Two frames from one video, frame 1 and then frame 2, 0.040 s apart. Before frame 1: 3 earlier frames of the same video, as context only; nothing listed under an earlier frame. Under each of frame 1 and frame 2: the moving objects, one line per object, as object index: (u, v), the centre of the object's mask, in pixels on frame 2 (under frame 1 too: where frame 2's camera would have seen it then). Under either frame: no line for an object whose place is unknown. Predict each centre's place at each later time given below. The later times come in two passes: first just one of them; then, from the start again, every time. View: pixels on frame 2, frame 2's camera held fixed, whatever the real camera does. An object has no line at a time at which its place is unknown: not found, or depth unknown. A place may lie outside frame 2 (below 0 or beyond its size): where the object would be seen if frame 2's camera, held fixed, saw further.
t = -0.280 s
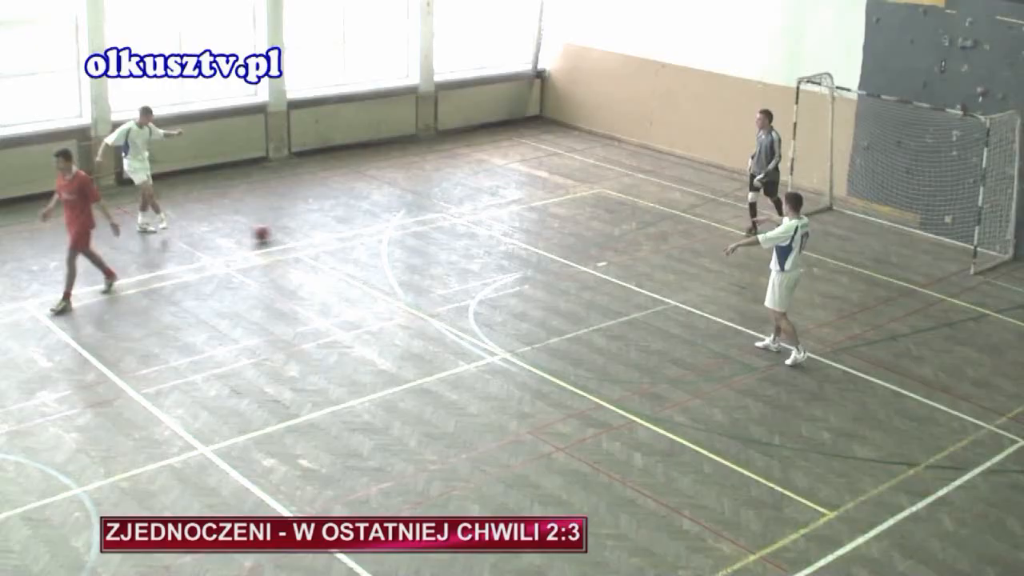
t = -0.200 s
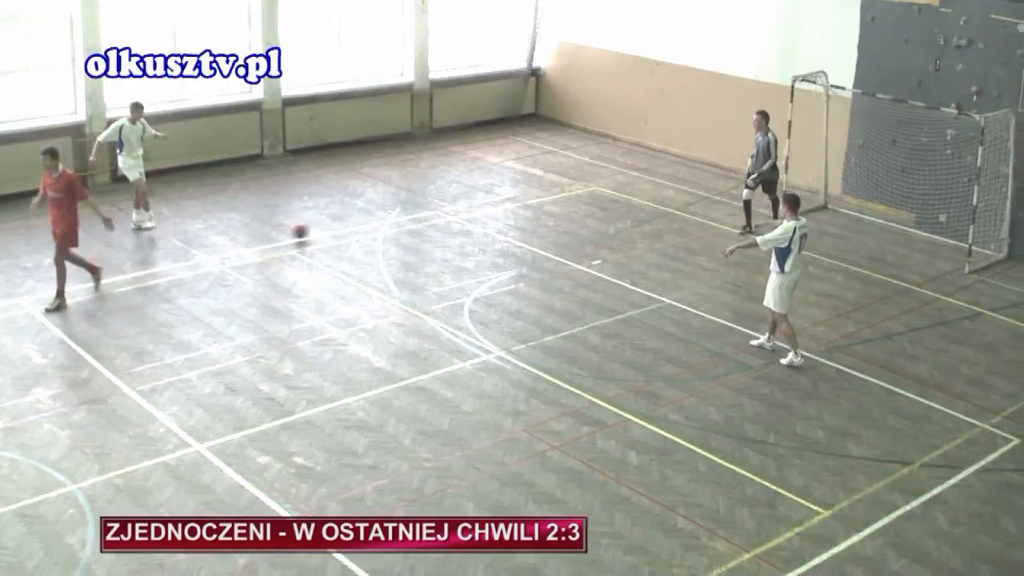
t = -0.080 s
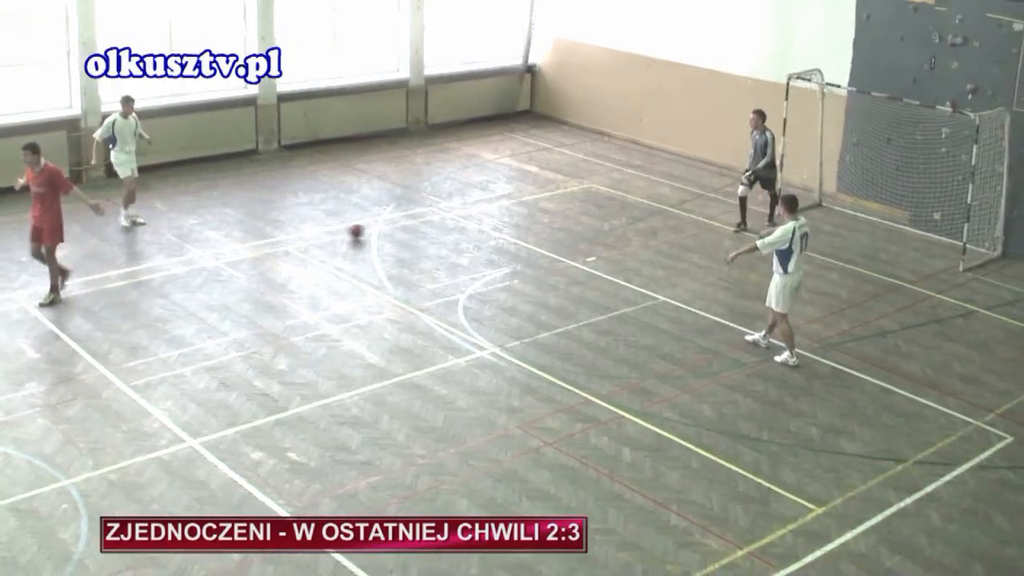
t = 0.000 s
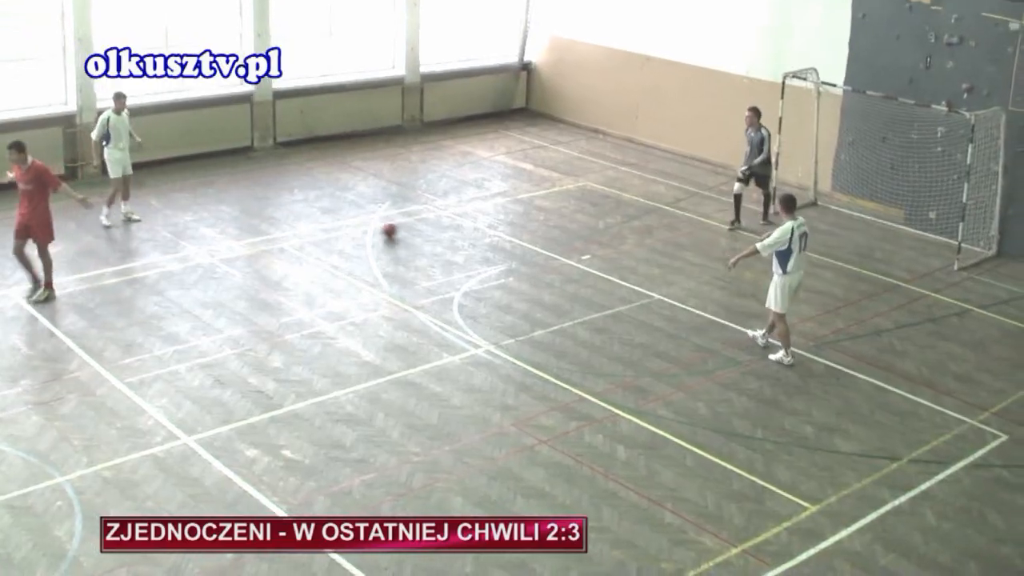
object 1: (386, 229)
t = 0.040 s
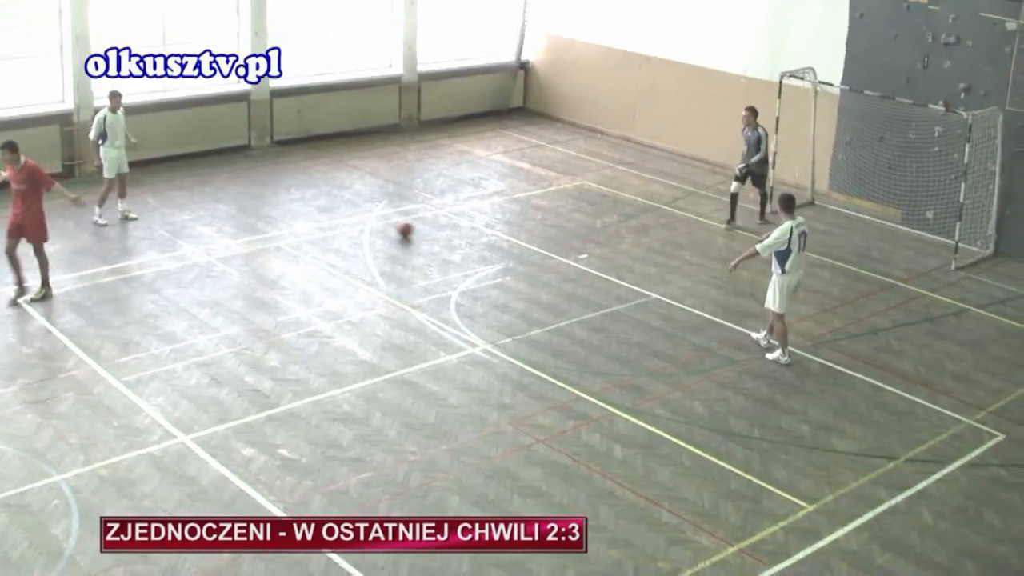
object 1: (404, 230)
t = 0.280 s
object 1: (502, 235)
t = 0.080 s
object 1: (422, 231)
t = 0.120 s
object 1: (439, 232)
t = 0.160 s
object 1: (456, 233)
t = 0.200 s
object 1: (471, 233)
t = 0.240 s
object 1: (487, 233)
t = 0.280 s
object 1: (502, 235)
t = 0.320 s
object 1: (517, 235)
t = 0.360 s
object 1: (530, 236)
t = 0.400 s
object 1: (545, 237)
